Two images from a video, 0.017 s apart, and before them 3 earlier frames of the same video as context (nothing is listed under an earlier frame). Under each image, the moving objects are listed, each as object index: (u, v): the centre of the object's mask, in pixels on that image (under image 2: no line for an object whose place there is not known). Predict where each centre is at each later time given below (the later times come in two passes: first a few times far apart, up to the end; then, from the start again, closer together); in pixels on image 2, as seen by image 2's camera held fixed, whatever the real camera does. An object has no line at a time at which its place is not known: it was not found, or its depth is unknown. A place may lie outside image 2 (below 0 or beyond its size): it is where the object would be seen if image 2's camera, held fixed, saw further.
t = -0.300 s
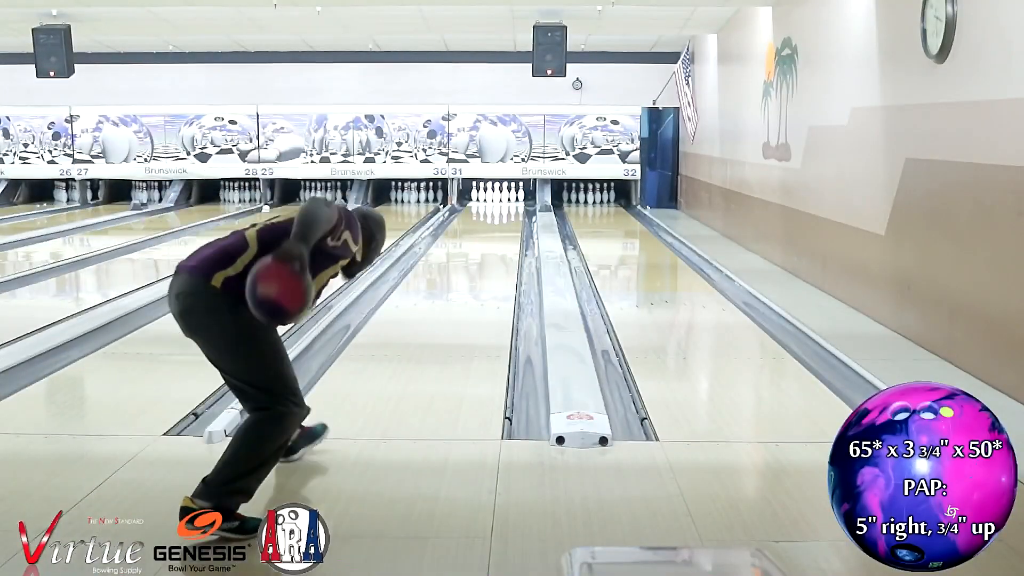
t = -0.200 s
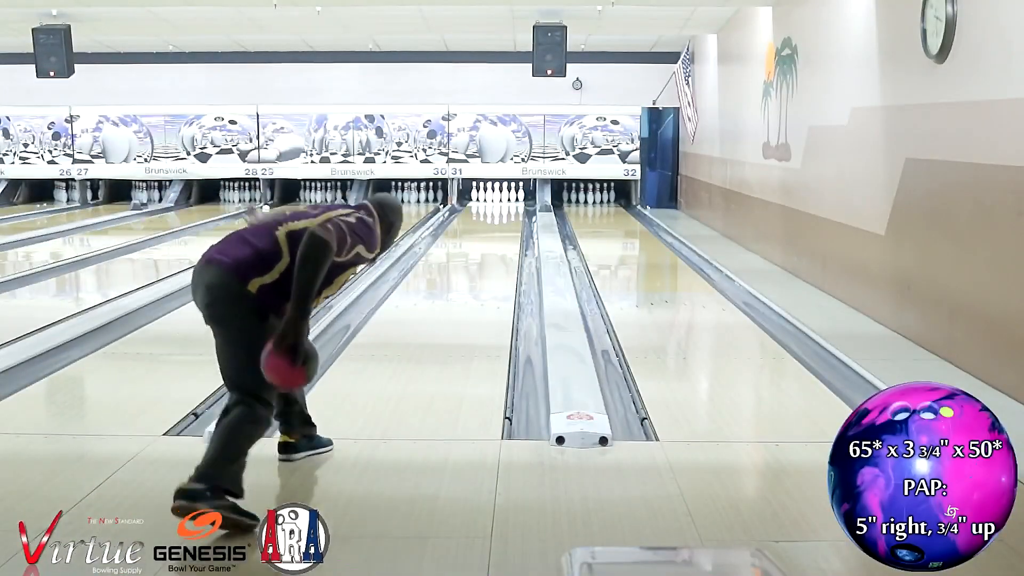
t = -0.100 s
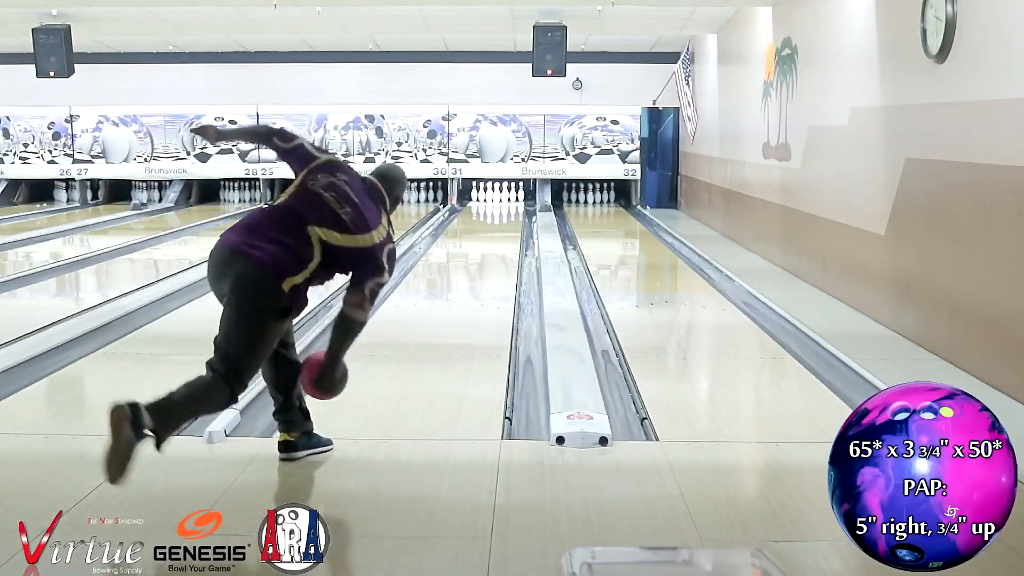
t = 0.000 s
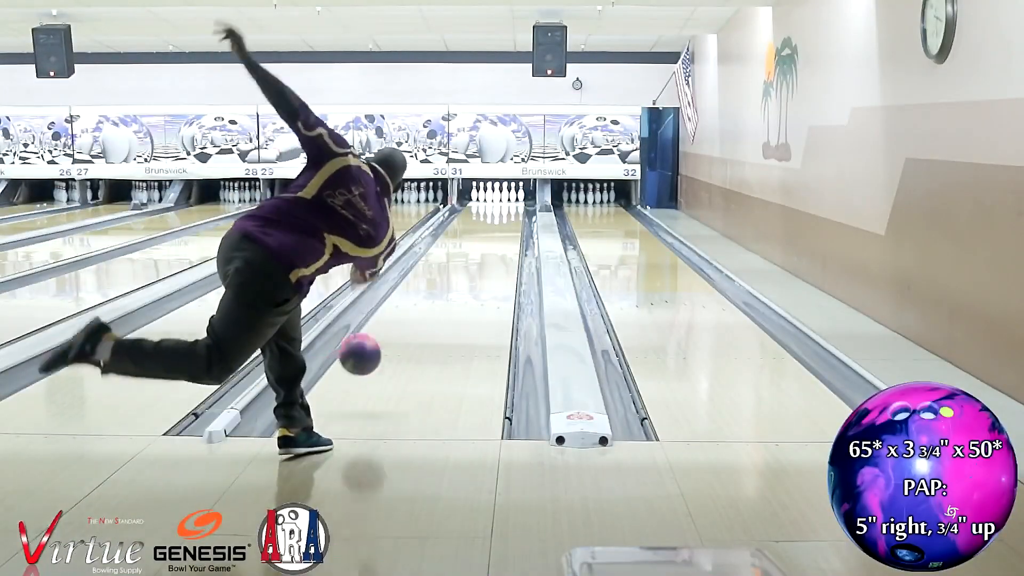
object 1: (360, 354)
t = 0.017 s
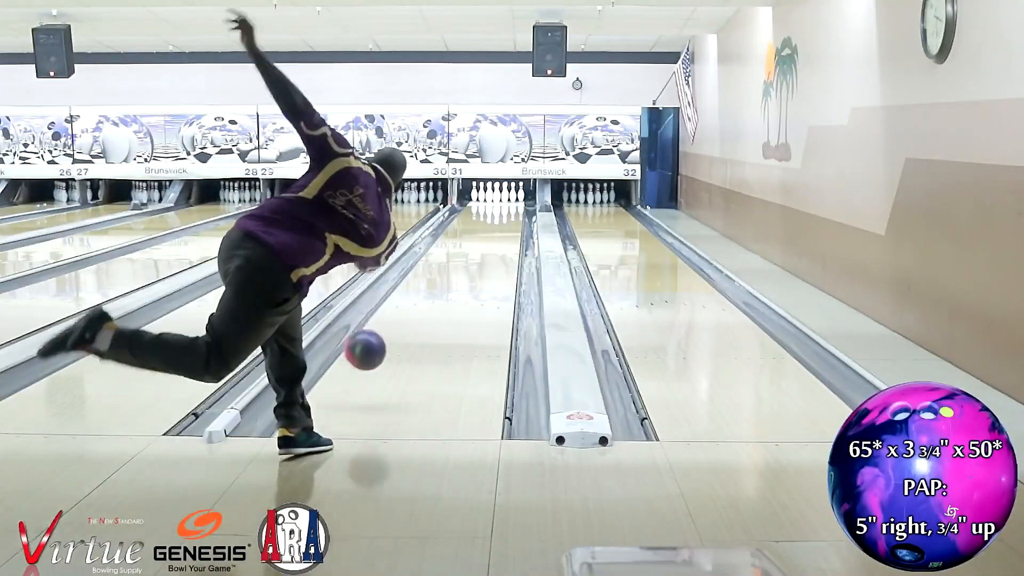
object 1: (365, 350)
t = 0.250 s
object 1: (423, 326)
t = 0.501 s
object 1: (460, 288)
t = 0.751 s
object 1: (484, 262)
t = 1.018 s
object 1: (500, 242)
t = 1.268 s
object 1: (509, 229)
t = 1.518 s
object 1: (514, 218)
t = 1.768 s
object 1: (514, 210)
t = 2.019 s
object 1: (509, 203)
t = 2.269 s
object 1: (505, 198)
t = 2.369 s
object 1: (507, 195)
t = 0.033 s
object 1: (371, 346)
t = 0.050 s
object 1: (375, 342)
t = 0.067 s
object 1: (380, 340)
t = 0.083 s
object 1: (385, 338)
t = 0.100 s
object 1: (389, 336)
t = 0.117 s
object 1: (394, 335)
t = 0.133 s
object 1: (398, 335)
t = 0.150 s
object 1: (402, 335)
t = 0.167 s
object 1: (406, 335)
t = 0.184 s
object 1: (409, 336)
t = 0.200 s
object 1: (413, 337)
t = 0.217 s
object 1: (417, 334)
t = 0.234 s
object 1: (420, 330)
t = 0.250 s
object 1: (423, 326)
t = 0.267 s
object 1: (426, 323)
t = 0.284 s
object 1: (429, 320)
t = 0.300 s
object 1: (432, 318)
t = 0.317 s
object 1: (434, 315)
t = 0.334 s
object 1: (437, 312)
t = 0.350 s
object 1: (440, 309)
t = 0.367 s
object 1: (442, 307)
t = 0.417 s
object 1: (449, 299)
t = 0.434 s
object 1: (451, 297)
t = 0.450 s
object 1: (454, 295)
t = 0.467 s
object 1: (456, 292)
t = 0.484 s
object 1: (458, 290)
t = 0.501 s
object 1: (460, 288)
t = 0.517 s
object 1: (462, 286)
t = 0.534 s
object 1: (464, 284)
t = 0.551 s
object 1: (465, 282)
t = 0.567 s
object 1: (467, 280)
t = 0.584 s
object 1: (469, 278)
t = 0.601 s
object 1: (471, 277)
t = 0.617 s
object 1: (472, 275)
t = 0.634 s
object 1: (474, 273)
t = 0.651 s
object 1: (475, 272)
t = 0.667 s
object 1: (477, 270)
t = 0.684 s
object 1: (478, 269)
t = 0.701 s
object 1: (480, 267)
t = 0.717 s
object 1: (481, 265)
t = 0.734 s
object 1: (482, 264)
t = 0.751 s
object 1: (484, 262)
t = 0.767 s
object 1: (485, 261)
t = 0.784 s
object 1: (486, 259)
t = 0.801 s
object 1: (487, 258)
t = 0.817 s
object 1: (488, 257)
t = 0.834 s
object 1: (489, 255)
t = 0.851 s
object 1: (490, 254)
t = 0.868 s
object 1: (492, 253)
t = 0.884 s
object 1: (492, 252)
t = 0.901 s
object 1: (494, 250)
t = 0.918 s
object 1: (495, 249)
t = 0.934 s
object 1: (496, 248)
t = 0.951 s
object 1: (496, 247)
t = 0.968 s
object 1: (497, 246)
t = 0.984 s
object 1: (498, 244)
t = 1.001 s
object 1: (499, 243)
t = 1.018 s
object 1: (500, 242)
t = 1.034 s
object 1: (501, 241)
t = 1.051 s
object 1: (501, 240)
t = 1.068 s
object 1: (502, 239)
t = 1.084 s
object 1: (503, 238)
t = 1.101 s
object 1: (503, 237)
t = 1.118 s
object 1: (504, 237)
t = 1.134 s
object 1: (505, 236)
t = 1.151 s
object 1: (506, 235)
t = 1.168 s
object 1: (506, 234)
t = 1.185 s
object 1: (507, 233)
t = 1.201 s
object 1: (507, 232)
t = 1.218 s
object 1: (507, 231)
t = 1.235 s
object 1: (508, 230)
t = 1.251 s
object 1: (509, 230)
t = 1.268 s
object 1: (509, 229)
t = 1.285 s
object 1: (510, 228)
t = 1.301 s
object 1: (510, 227)
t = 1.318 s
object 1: (510, 227)
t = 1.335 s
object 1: (511, 226)
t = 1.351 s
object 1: (511, 225)
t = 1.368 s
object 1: (512, 224)
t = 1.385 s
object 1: (512, 224)
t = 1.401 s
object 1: (513, 223)
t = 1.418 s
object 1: (513, 222)
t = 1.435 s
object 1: (513, 221)
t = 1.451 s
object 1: (514, 220)
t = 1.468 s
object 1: (514, 220)
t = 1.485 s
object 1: (514, 219)
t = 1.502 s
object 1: (514, 218)
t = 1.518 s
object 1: (514, 218)
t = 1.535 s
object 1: (514, 217)
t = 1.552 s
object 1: (514, 217)
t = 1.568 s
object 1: (515, 216)
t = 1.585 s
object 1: (515, 216)
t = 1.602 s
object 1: (515, 215)
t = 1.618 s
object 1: (515, 215)
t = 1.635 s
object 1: (515, 214)
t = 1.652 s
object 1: (515, 213)
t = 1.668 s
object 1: (515, 213)
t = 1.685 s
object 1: (515, 212)
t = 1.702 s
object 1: (515, 212)
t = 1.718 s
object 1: (515, 211)
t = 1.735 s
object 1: (515, 211)
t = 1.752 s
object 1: (515, 210)
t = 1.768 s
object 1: (514, 210)
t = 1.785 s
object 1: (514, 209)
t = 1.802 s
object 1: (514, 209)
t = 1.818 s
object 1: (513, 208)
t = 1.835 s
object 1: (513, 208)
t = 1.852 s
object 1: (513, 207)
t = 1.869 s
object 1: (512, 207)
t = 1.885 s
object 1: (512, 206)
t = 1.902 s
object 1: (512, 206)
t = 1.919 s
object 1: (511, 206)
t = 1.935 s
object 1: (511, 205)
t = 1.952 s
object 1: (510, 205)
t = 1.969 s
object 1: (510, 204)
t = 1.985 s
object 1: (510, 204)
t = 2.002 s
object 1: (509, 203)
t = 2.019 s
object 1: (509, 203)
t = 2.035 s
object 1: (508, 203)
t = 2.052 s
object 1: (508, 202)
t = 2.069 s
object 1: (508, 202)
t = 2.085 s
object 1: (507, 201)
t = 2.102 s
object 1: (506, 201)
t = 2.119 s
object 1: (506, 201)
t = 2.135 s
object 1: (505, 201)
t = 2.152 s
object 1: (505, 200)
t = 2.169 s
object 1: (505, 200)
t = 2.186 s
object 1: (505, 200)
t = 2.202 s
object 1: (504, 200)
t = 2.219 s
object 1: (504, 199)
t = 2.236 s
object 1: (504, 199)
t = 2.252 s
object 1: (504, 199)
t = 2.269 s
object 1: (505, 198)
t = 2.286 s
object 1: (505, 198)
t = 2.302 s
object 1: (506, 197)
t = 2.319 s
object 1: (506, 197)
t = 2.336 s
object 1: (506, 196)
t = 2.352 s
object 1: (507, 196)
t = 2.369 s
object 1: (507, 195)
